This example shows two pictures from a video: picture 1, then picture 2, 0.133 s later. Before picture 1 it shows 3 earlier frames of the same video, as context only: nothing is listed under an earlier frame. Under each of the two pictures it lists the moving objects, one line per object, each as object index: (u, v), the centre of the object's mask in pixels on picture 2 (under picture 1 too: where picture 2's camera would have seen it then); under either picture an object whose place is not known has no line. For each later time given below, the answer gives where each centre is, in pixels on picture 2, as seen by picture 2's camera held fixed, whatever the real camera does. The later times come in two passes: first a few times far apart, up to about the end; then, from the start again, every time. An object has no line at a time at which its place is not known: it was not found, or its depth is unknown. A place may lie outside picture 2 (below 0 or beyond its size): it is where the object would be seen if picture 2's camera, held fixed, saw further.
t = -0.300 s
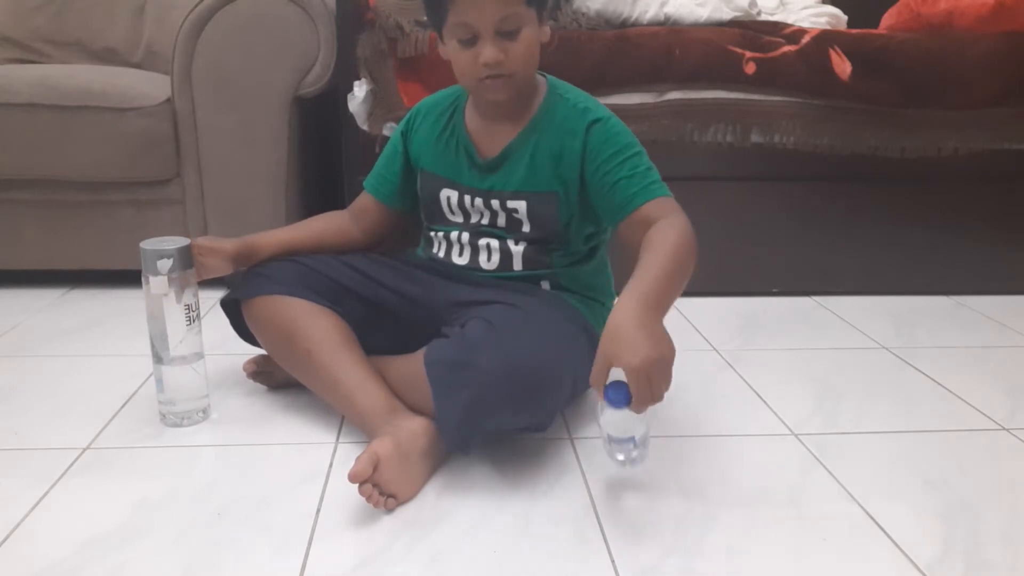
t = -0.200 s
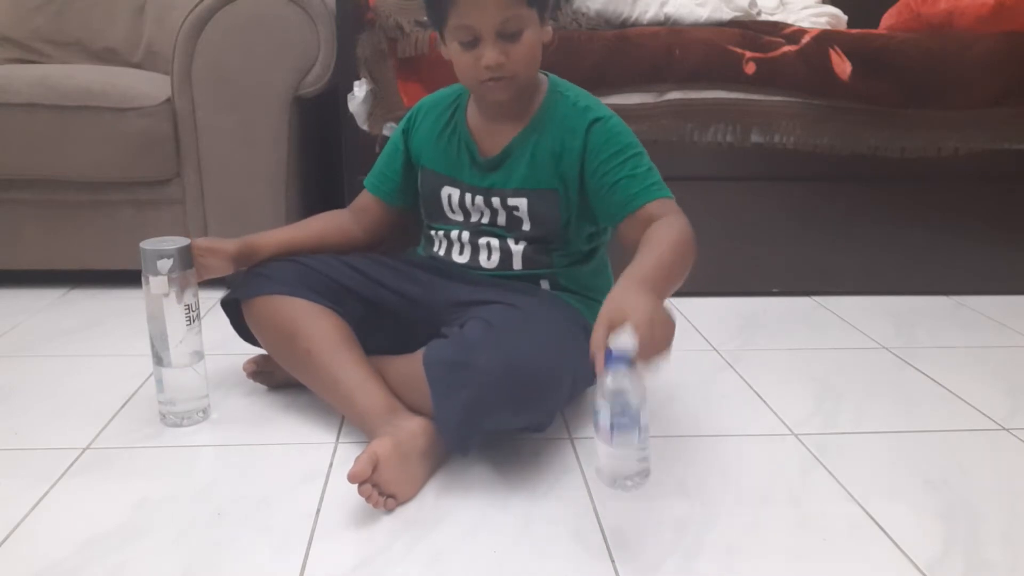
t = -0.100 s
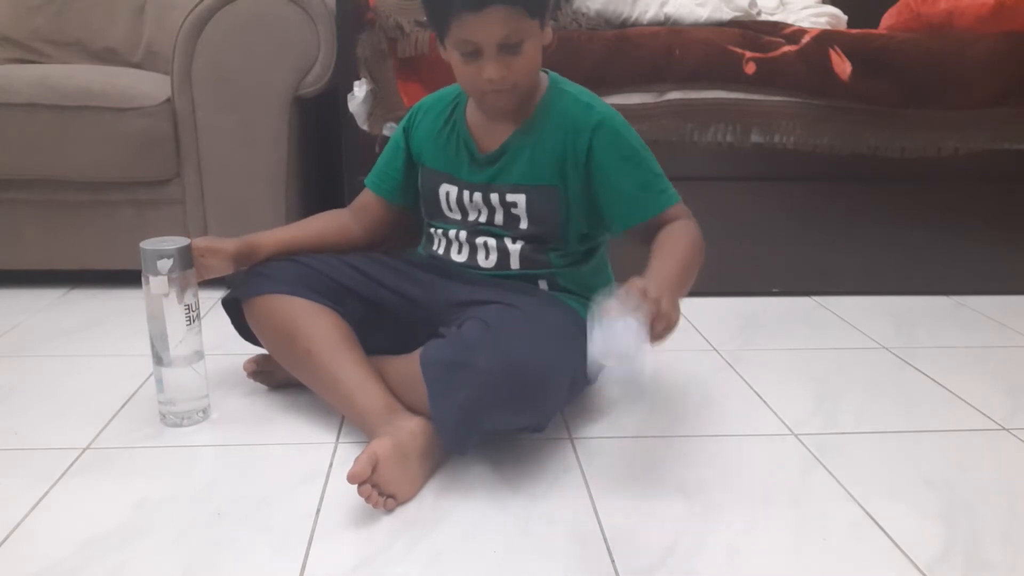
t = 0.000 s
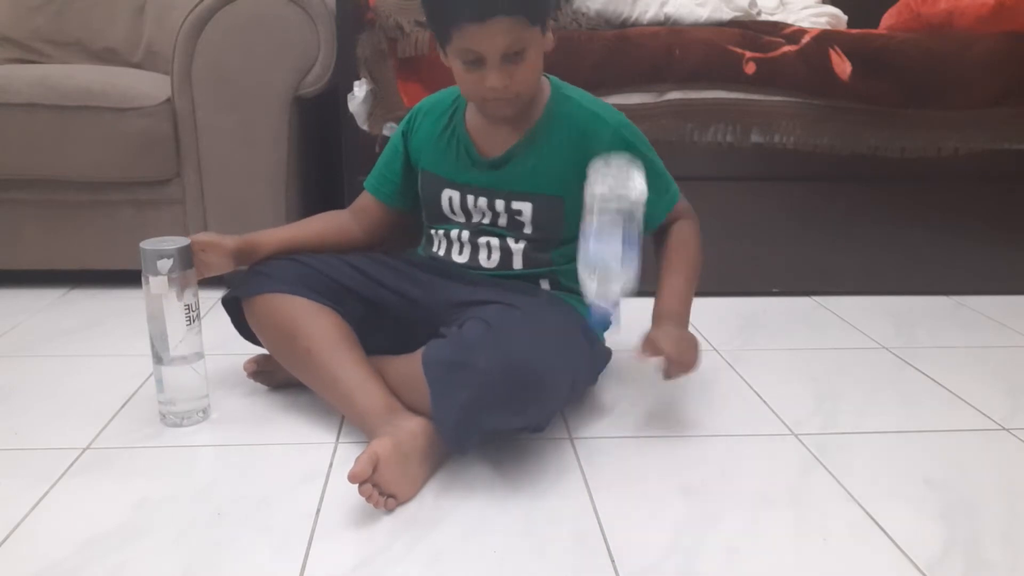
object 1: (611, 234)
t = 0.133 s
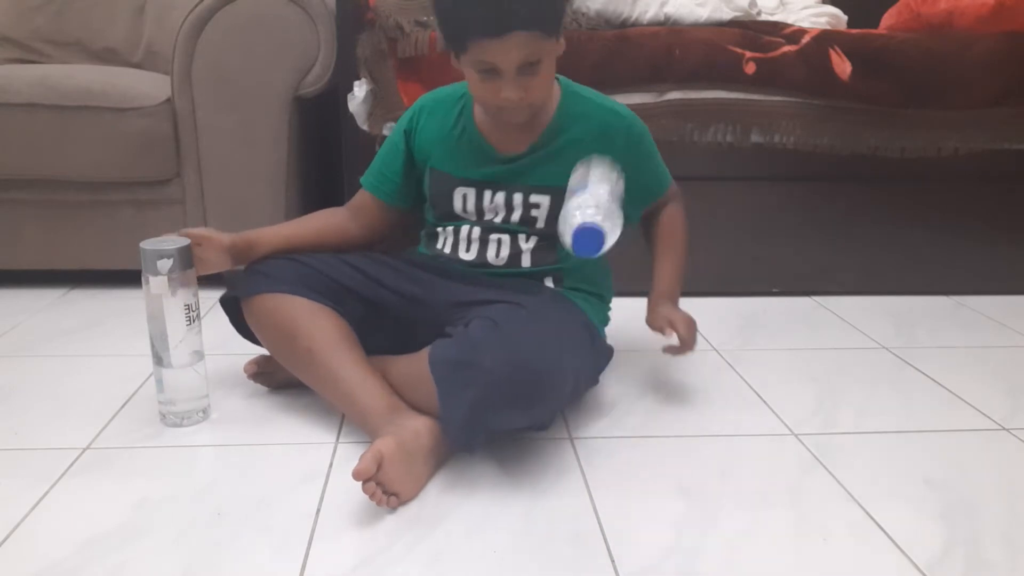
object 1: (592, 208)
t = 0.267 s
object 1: (564, 361)
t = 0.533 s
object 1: (554, 500)
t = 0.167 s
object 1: (585, 232)
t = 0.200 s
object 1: (578, 265)
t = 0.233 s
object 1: (571, 309)
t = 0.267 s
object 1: (564, 361)
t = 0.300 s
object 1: (557, 409)
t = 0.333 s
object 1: (551, 465)
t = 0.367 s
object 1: (551, 470)
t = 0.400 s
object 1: (552, 468)
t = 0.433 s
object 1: (553, 471)
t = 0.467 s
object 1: (556, 475)
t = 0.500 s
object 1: (555, 497)
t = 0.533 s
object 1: (554, 500)
